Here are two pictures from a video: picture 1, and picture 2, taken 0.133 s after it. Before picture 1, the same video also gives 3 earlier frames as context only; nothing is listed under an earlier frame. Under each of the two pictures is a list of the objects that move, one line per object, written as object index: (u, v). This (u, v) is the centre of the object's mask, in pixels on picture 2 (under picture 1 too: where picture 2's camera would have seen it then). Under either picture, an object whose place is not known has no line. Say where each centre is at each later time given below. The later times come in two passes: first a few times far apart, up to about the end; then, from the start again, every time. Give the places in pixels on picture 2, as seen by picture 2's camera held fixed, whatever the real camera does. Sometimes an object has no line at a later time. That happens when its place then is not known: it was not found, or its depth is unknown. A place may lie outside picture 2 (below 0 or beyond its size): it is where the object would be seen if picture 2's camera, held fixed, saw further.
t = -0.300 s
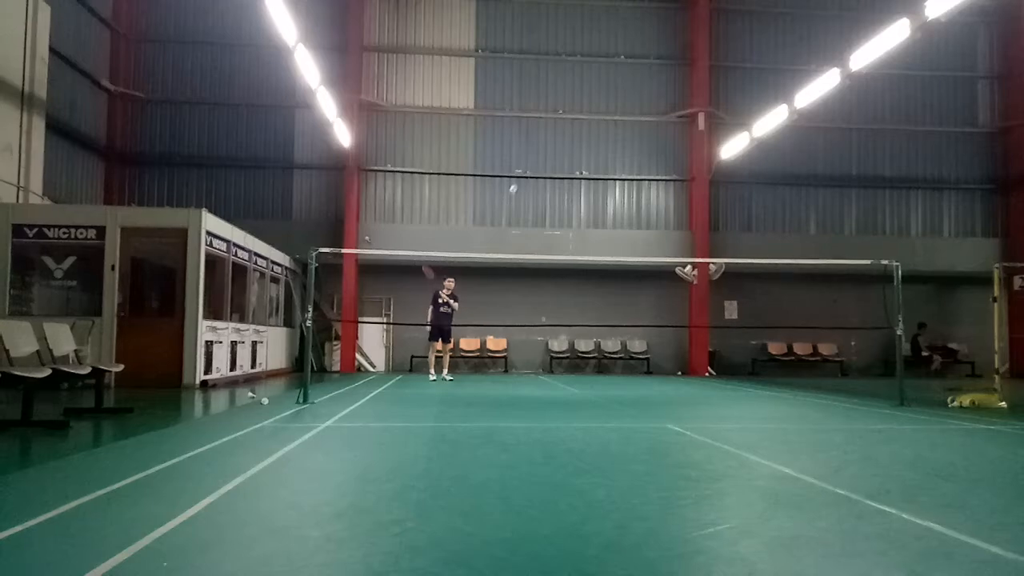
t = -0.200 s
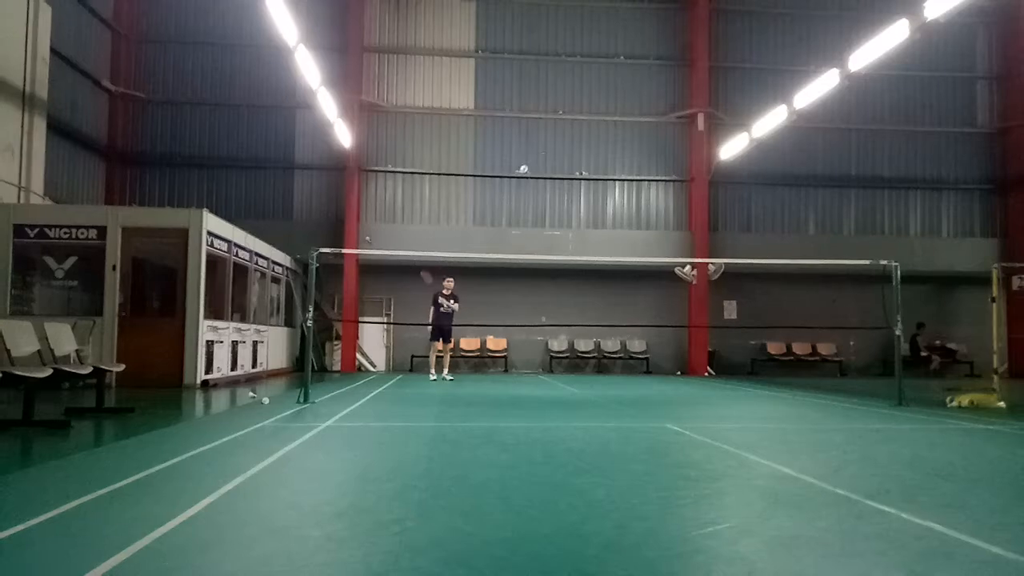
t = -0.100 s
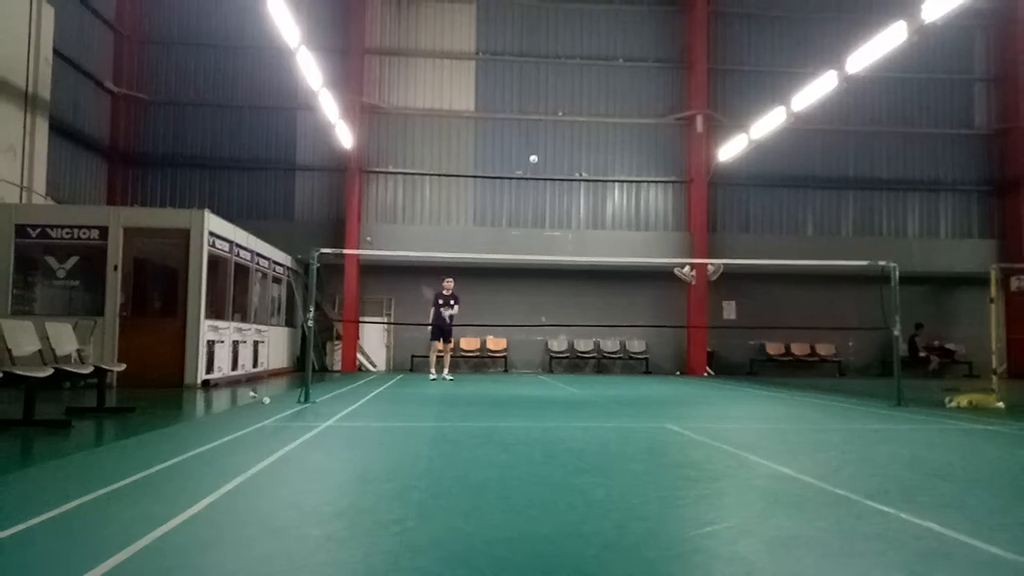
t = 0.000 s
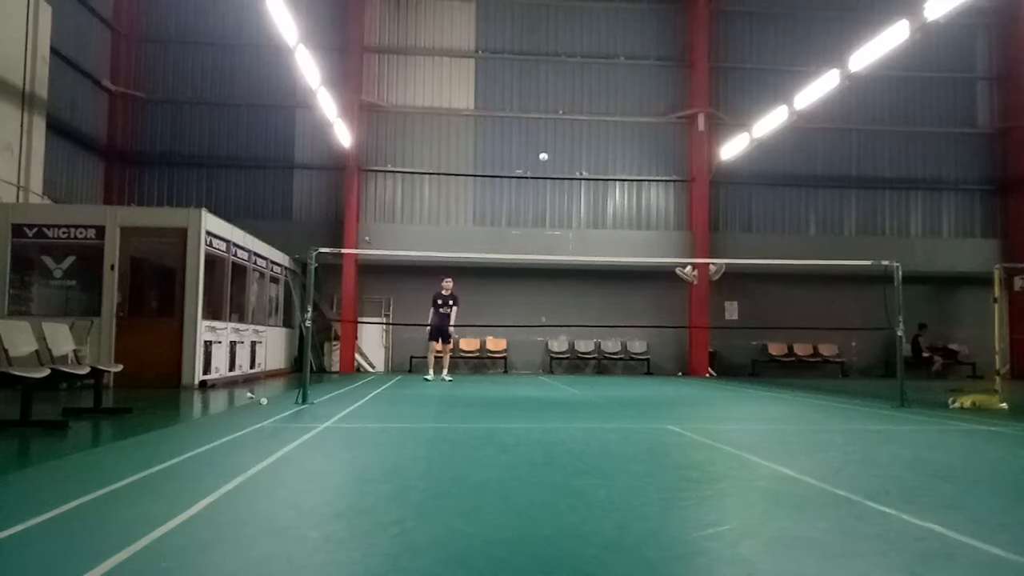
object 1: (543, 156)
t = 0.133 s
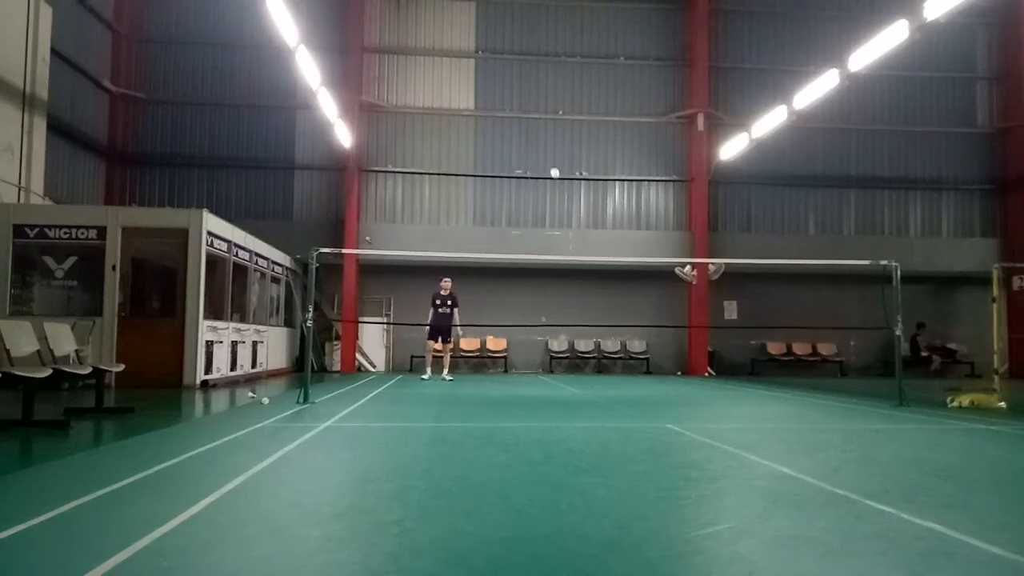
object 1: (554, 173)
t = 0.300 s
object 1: (567, 227)
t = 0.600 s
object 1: (586, 429)
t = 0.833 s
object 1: (592, 405)
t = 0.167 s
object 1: (557, 180)
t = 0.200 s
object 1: (560, 190)
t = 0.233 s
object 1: (563, 200)
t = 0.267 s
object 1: (565, 213)
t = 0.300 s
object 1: (567, 227)
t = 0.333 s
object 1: (569, 242)
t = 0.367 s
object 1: (572, 259)
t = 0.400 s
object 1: (574, 279)
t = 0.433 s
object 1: (576, 299)
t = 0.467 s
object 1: (578, 321)
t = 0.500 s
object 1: (580, 346)
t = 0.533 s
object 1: (582, 371)
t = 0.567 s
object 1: (584, 400)
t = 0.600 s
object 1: (586, 429)
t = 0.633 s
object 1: (588, 428)
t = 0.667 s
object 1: (589, 418)
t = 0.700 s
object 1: (592, 412)
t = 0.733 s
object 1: (592, 409)
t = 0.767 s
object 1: (592, 407)
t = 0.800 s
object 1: (592, 405)
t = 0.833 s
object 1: (592, 405)
